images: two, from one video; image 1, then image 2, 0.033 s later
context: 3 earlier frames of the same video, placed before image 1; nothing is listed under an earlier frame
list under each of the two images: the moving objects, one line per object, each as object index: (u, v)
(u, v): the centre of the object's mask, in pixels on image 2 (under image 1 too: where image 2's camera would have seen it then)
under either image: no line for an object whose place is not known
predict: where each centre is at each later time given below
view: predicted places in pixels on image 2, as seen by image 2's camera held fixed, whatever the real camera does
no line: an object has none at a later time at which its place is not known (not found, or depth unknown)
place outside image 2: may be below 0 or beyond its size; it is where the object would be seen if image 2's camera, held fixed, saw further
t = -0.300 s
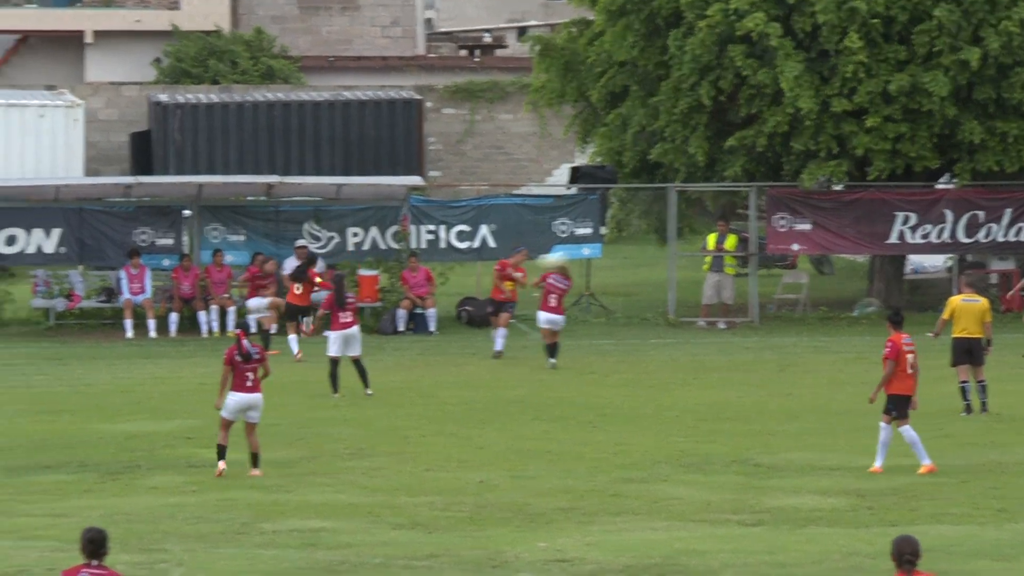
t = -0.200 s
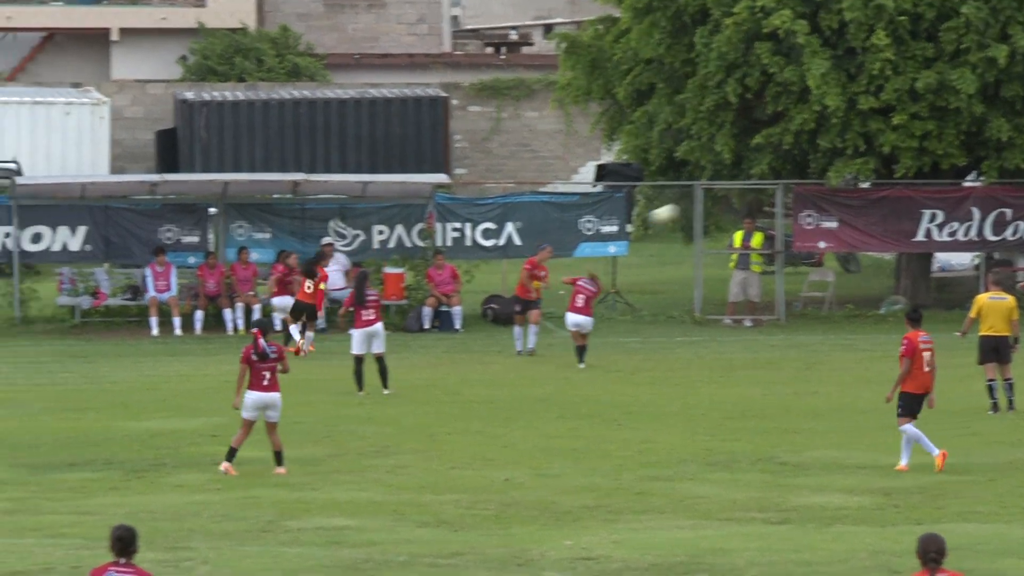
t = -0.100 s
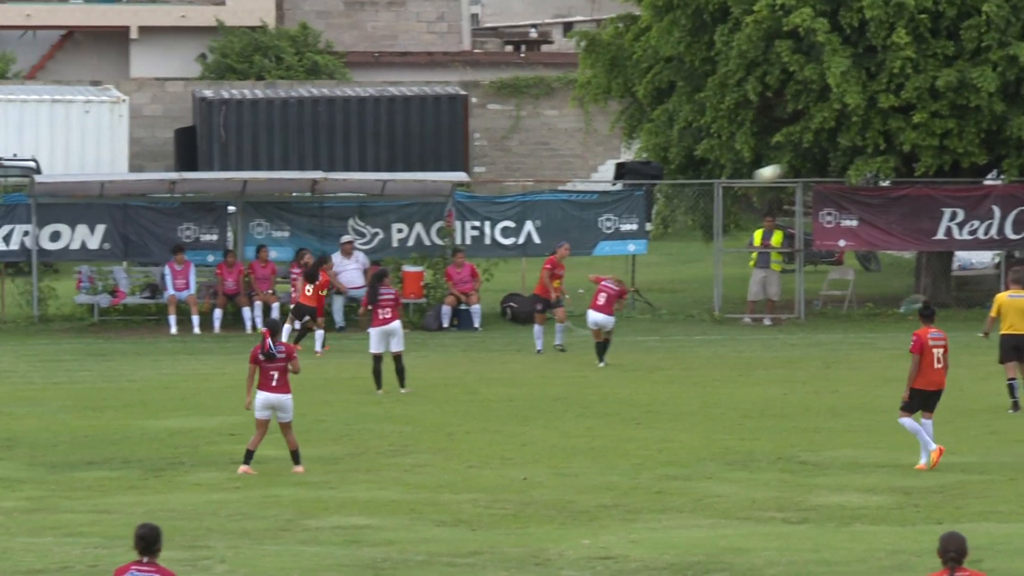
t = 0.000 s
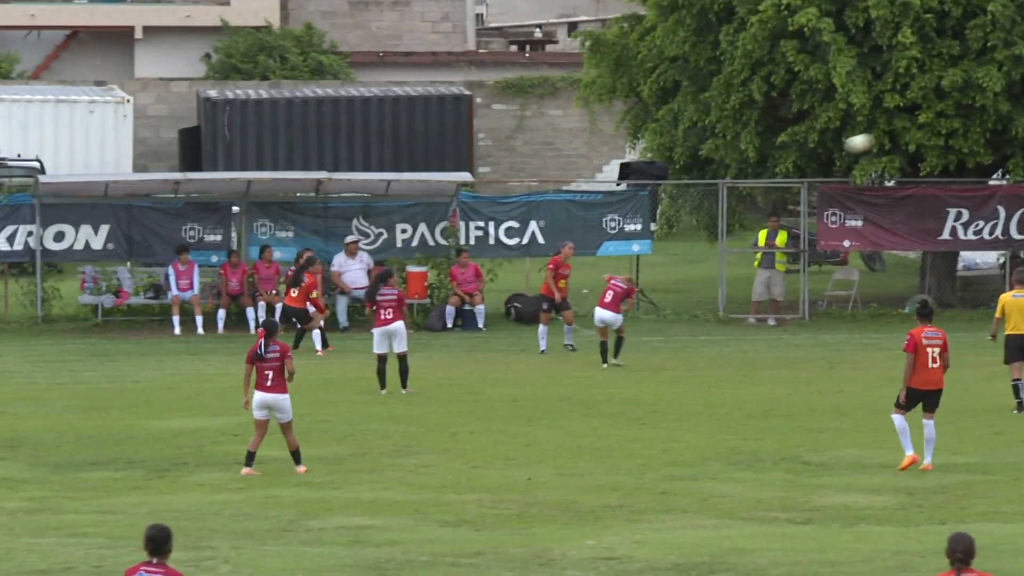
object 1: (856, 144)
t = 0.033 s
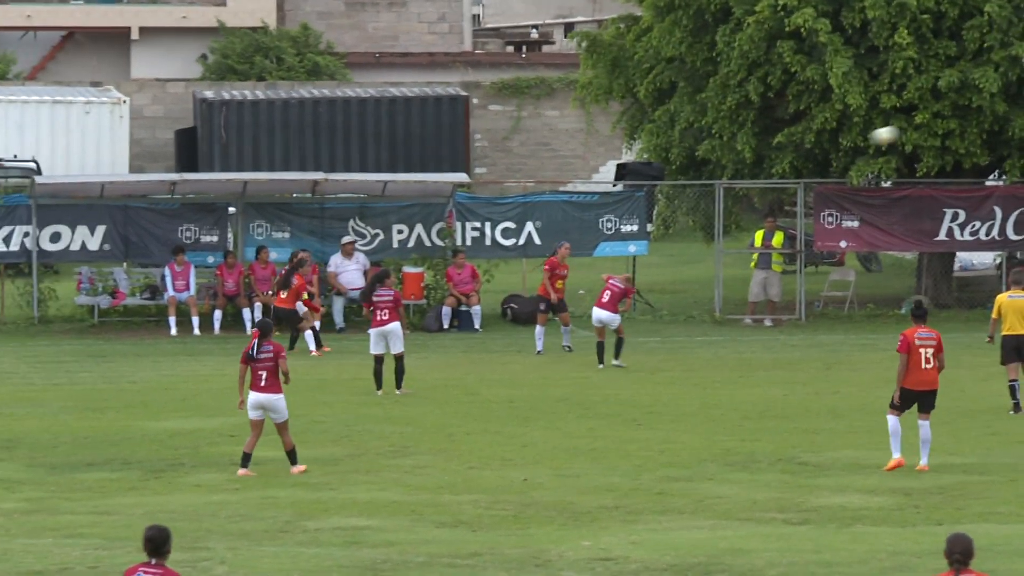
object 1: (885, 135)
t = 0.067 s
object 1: (913, 127)
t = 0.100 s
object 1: (940, 121)
